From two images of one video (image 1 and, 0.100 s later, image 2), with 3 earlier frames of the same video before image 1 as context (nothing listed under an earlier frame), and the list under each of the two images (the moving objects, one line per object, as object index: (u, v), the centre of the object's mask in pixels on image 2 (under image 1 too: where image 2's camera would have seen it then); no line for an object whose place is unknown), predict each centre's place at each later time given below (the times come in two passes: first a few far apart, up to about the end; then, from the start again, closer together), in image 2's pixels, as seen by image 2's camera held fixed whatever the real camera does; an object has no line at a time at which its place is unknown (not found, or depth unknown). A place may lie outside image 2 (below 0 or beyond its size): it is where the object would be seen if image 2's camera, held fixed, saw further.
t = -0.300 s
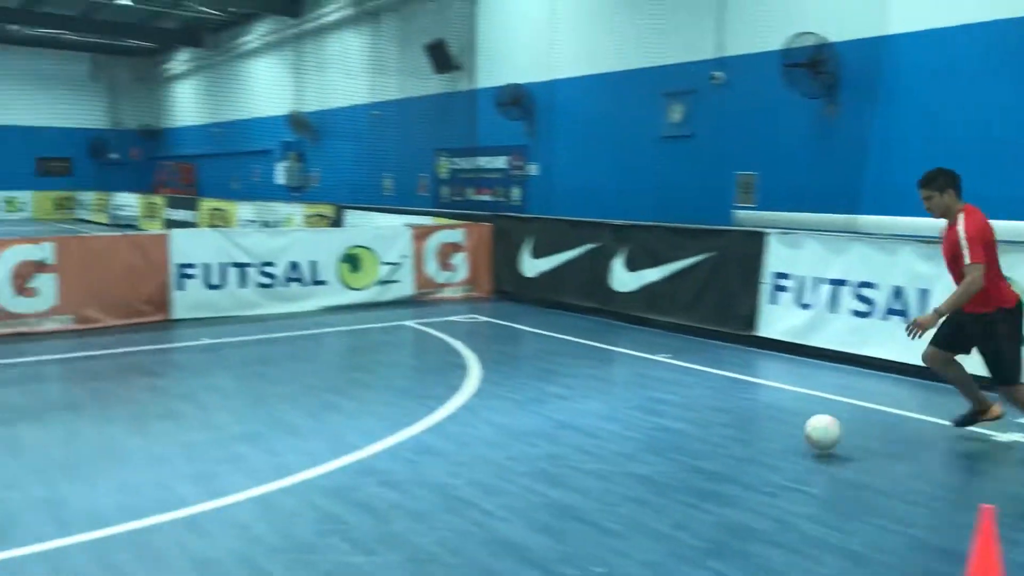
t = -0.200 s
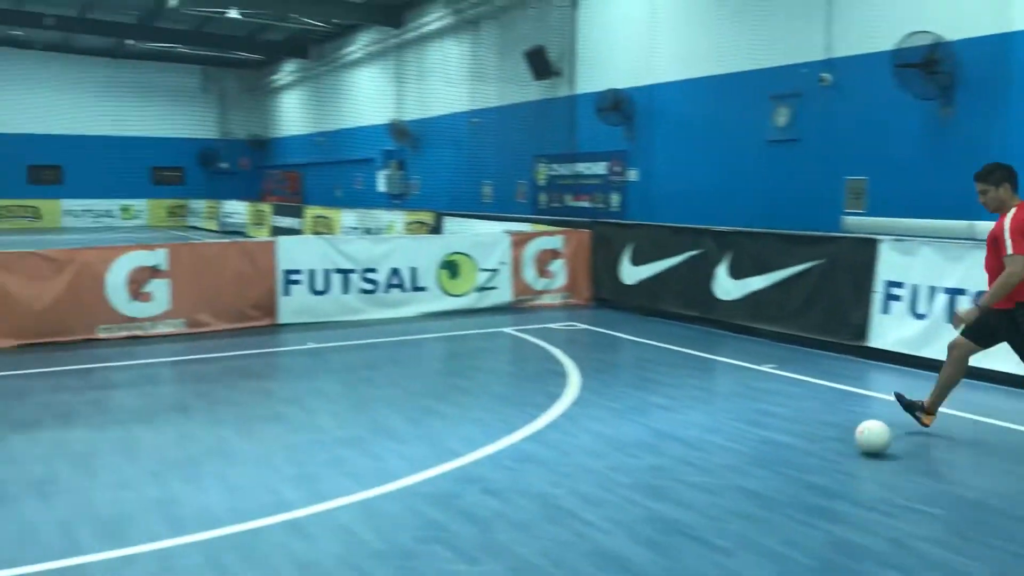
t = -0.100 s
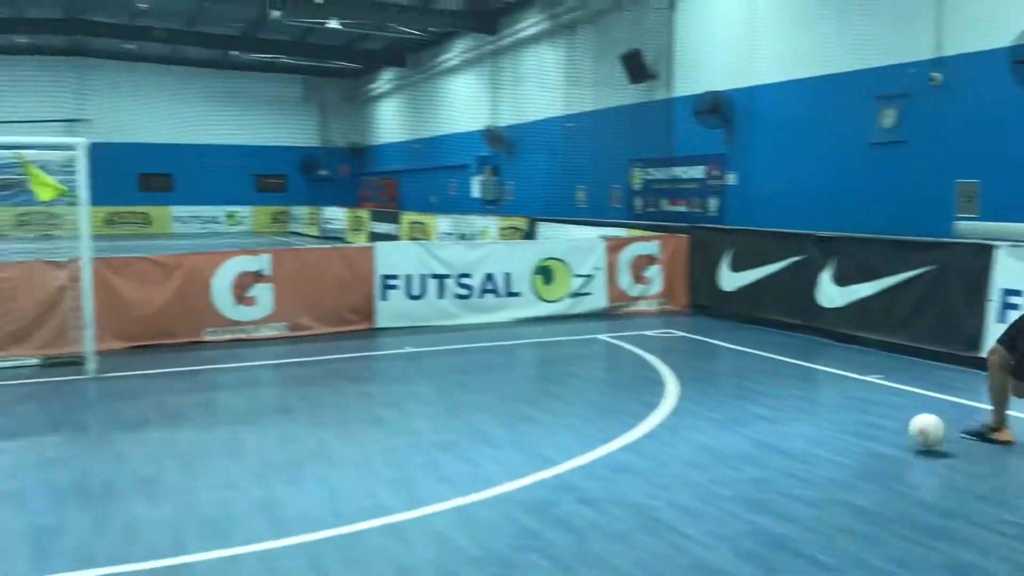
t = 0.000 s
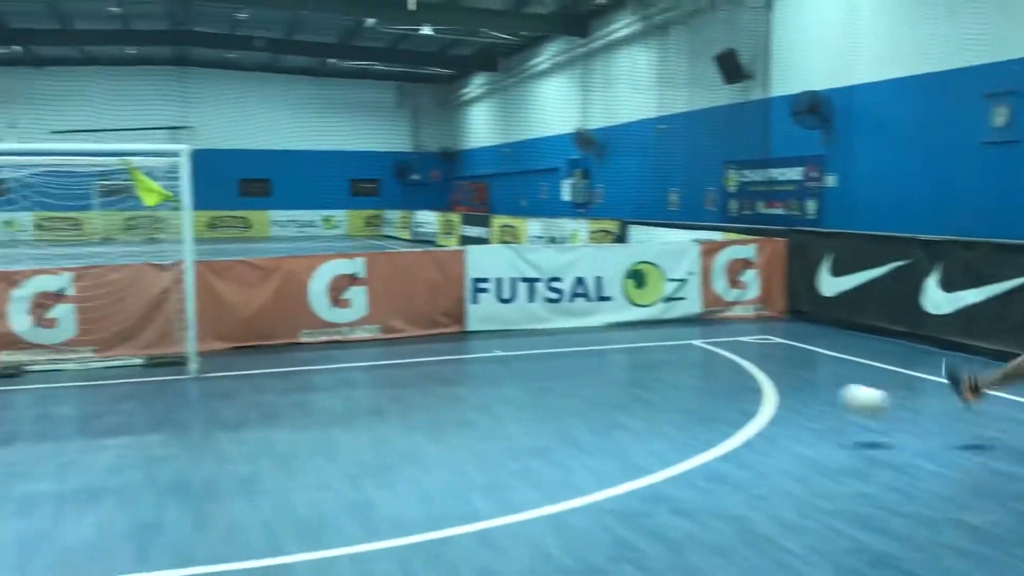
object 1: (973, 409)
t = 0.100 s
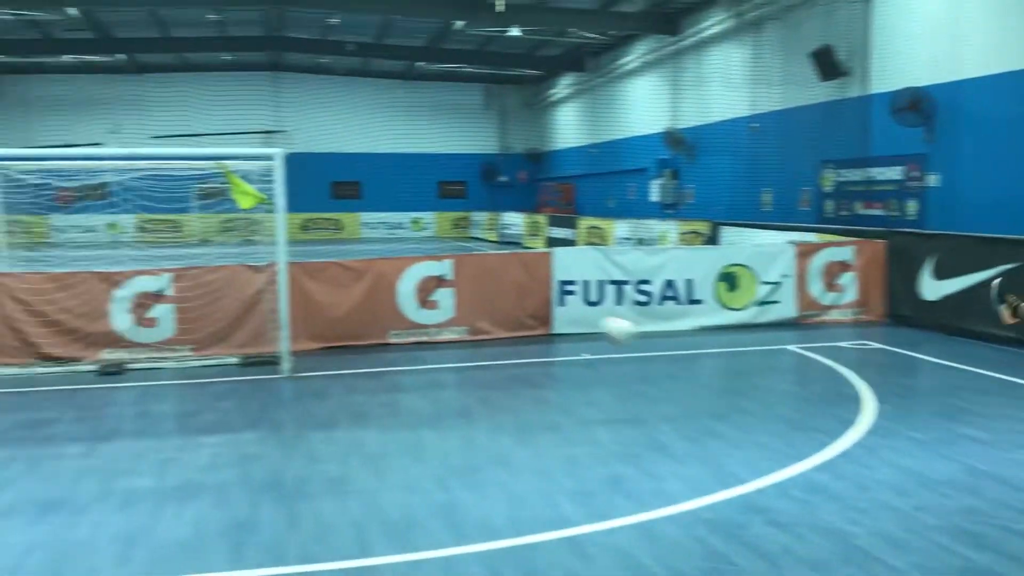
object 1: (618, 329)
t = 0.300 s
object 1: (157, 269)
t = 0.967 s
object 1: (10, 364)
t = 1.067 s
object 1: (46, 358)
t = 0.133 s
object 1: (524, 314)
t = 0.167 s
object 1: (440, 300)
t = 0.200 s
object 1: (361, 289)
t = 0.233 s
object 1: (288, 280)
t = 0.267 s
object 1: (221, 272)
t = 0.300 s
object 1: (157, 269)
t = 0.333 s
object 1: (99, 265)
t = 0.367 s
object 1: (42, 262)
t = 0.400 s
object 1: (6, 255)
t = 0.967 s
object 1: (10, 364)
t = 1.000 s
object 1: (25, 376)
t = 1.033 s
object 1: (36, 367)
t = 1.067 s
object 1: (46, 358)
